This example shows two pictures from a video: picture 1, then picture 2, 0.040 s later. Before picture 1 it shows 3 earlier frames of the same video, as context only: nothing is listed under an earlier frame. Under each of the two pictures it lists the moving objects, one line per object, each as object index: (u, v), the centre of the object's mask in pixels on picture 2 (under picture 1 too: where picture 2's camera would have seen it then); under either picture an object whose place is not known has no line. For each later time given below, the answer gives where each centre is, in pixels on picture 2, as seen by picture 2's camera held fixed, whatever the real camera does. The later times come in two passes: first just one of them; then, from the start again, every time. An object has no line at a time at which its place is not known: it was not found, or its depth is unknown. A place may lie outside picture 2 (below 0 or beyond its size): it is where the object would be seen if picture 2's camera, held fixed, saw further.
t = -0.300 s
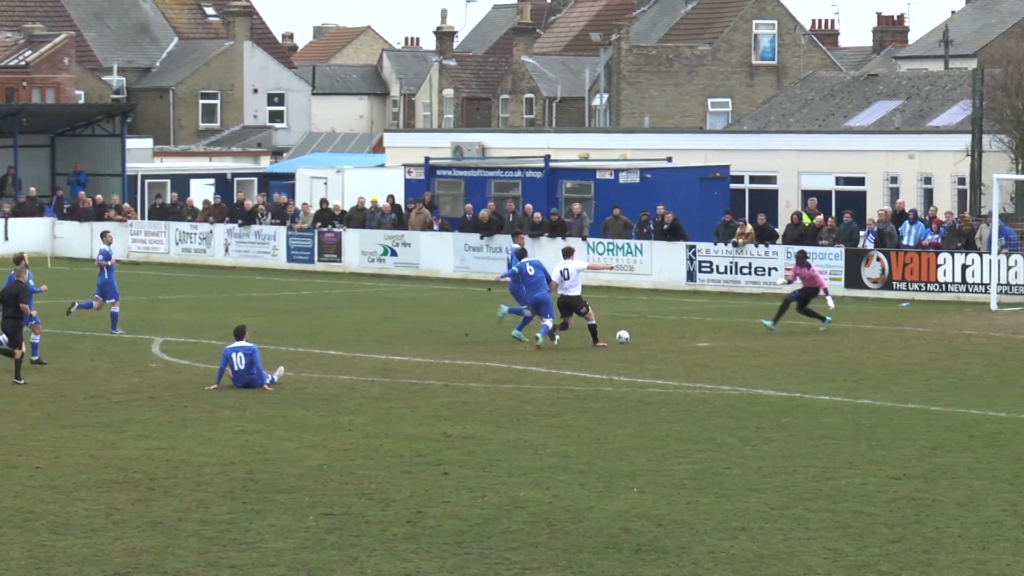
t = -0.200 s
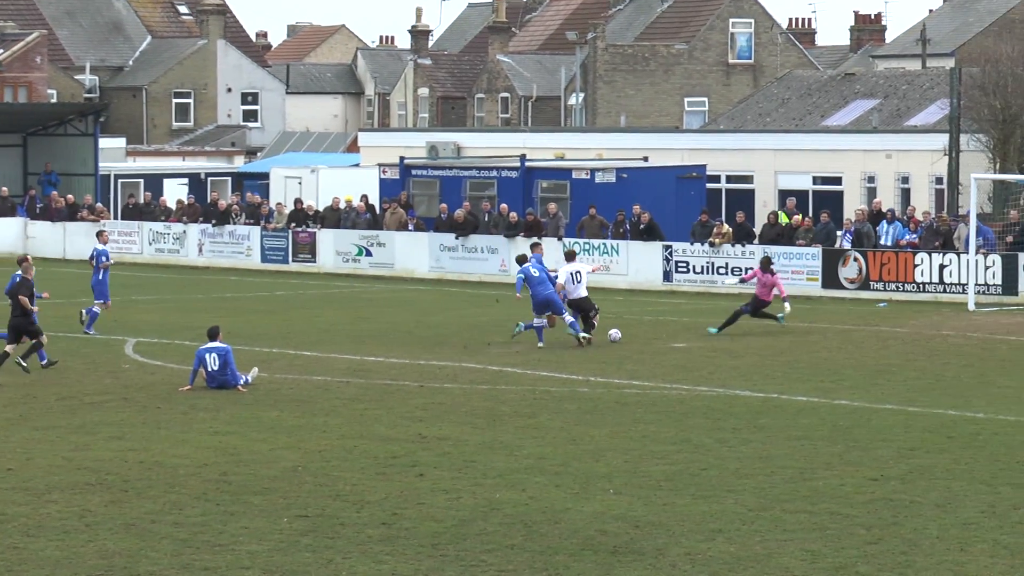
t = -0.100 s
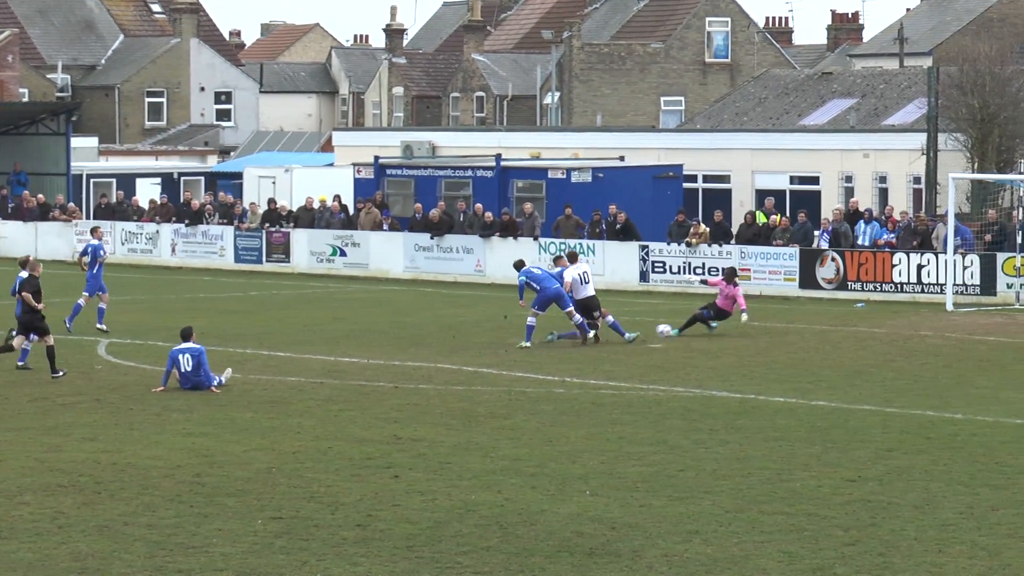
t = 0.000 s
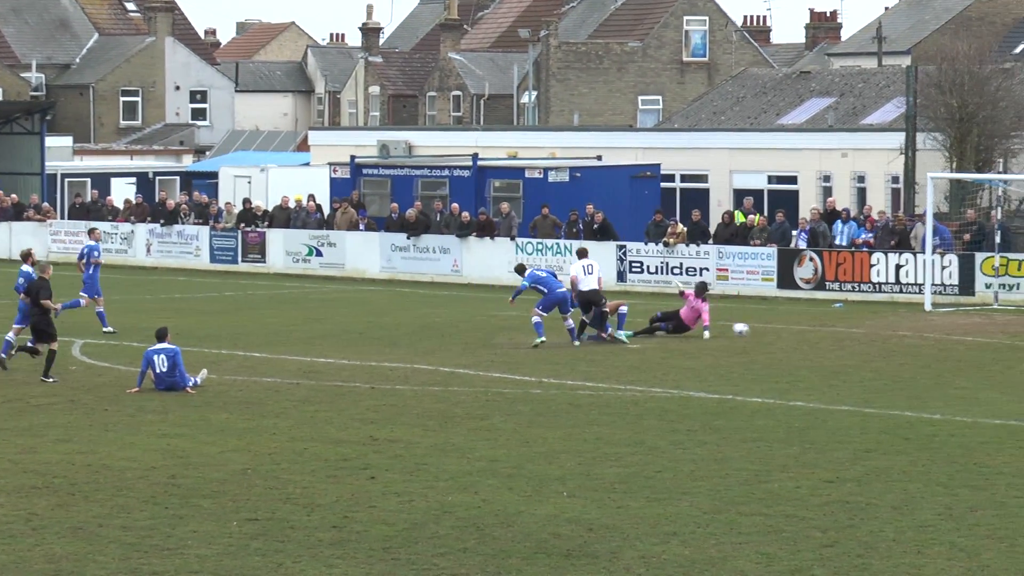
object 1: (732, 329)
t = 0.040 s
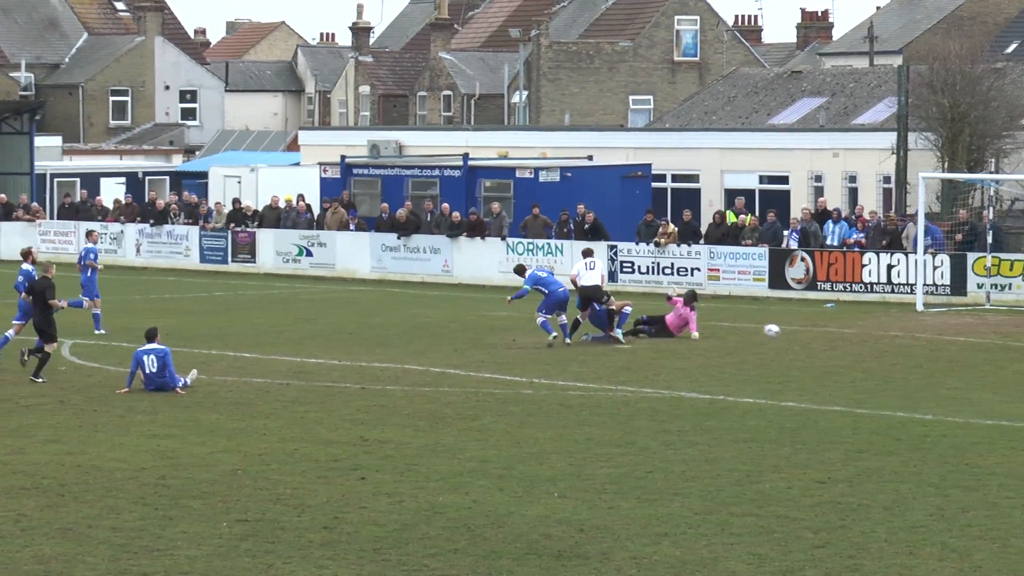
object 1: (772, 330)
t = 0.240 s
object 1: (973, 349)
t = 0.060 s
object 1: (791, 332)
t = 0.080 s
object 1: (811, 333)
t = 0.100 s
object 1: (832, 335)
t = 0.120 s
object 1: (852, 337)
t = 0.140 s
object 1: (872, 339)
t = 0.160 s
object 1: (891, 340)
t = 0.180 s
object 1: (912, 341)
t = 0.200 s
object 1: (932, 343)
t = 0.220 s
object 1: (953, 347)
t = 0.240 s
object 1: (973, 349)
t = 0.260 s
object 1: (993, 353)
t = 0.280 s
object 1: (1014, 356)
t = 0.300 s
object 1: (1035, 360)
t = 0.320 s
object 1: (1056, 364)
